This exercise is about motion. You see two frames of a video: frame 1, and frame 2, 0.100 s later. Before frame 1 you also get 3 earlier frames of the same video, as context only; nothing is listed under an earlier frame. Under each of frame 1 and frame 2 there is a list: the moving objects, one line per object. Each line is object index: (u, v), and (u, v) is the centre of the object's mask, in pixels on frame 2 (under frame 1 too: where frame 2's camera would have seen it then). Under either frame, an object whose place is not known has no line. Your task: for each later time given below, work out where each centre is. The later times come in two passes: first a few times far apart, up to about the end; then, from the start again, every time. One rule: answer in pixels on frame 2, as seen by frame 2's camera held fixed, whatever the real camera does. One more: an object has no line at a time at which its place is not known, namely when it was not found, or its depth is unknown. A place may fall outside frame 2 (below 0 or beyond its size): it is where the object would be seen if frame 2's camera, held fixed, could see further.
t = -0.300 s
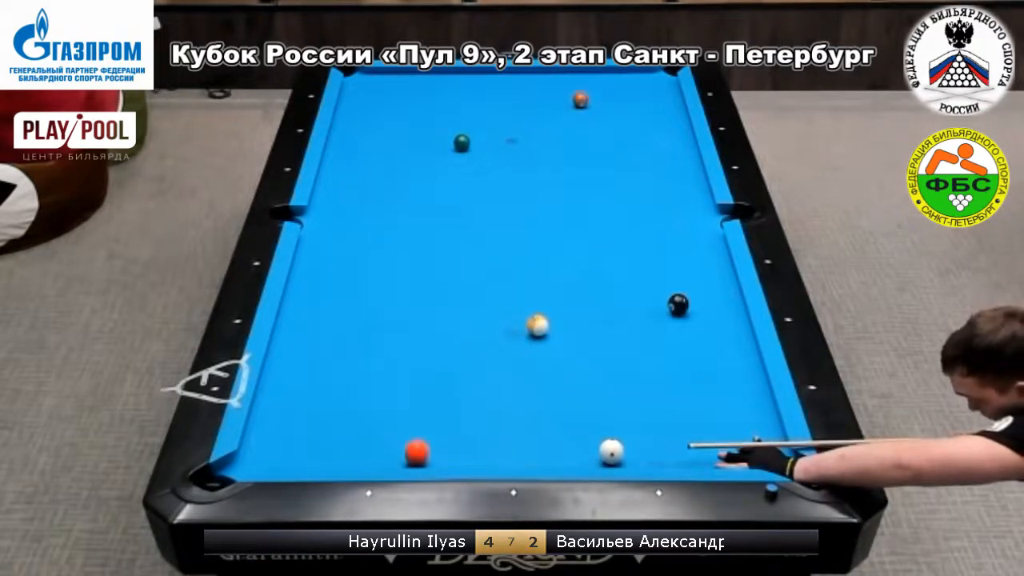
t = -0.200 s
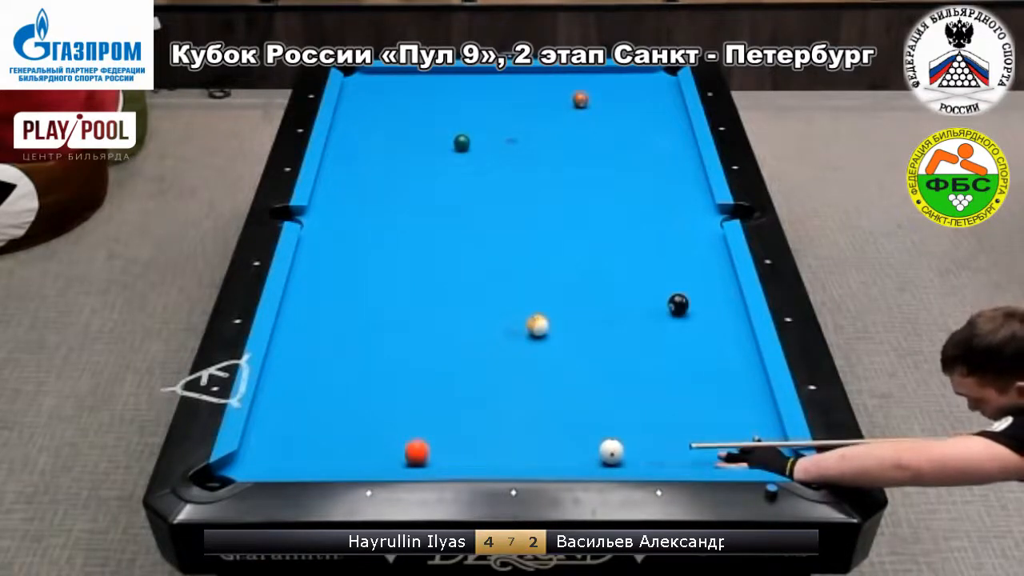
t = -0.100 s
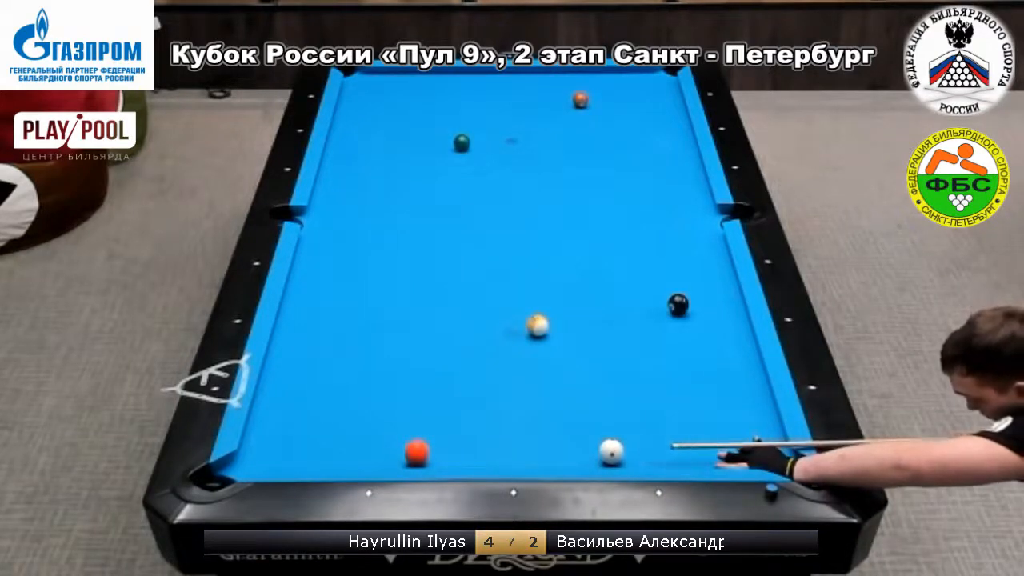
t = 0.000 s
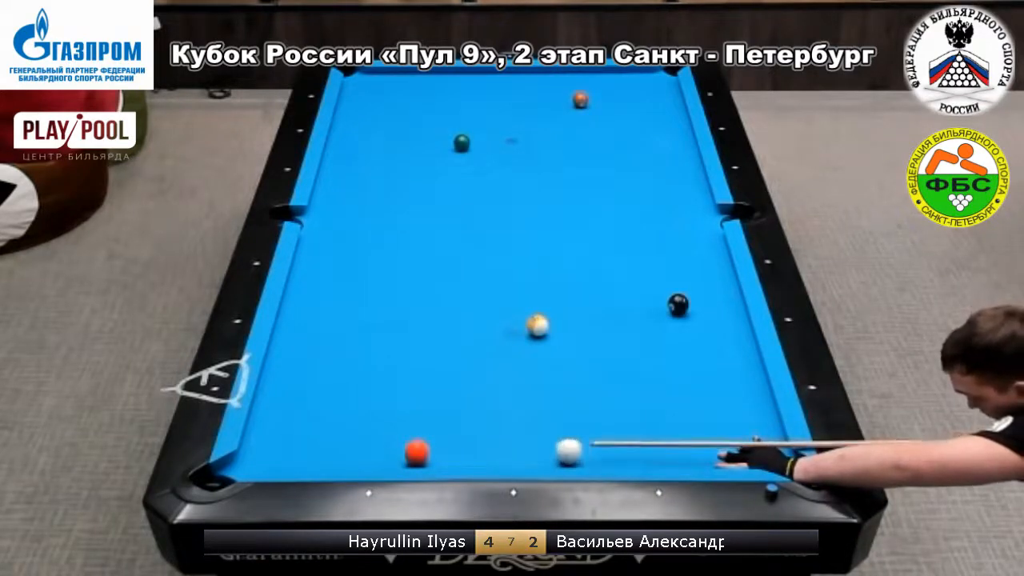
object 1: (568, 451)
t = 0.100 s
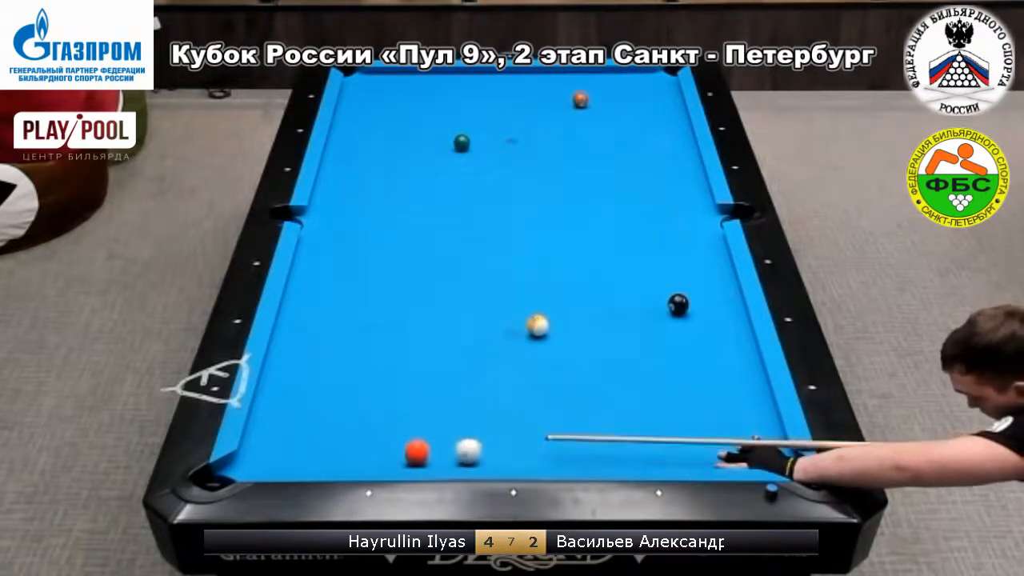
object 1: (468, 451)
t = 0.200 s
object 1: (437, 445)
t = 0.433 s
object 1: (392, 430)
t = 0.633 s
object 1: (346, 418)
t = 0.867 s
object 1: (295, 405)
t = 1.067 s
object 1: (271, 393)
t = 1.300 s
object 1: (303, 373)
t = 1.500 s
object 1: (327, 357)
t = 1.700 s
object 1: (350, 342)
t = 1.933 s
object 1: (376, 327)
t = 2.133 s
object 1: (396, 314)
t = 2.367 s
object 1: (417, 301)
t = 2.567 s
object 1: (434, 290)
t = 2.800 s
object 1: (452, 279)
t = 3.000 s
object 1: (467, 270)
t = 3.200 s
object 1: (480, 261)
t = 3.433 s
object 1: (494, 252)
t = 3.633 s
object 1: (505, 245)
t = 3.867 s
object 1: (517, 238)
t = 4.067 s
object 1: (527, 232)
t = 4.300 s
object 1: (537, 225)
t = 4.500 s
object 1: (546, 221)
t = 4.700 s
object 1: (553, 217)
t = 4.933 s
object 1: (561, 212)
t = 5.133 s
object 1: (567, 209)
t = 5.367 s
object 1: (573, 206)
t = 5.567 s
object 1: (578, 203)
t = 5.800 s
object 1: (583, 202)
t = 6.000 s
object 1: (586, 200)
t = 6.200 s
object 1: (589, 199)
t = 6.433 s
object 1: (591, 198)
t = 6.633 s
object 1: (593, 198)
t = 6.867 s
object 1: (593, 197)
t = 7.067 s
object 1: (593, 197)
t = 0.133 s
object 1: (441, 451)
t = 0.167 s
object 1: (440, 448)
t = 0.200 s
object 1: (437, 445)
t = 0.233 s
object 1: (434, 443)
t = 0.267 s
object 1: (429, 440)
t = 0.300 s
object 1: (423, 438)
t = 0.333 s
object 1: (416, 436)
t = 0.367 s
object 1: (408, 434)
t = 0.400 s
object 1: (400, 432)
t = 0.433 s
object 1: (392, 430)
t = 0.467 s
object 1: (385, 428)
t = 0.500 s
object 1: (377, 426)
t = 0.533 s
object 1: (369, 424)
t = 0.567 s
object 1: (361, 422)
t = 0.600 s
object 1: (354, 420)
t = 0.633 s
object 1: (346, 418)
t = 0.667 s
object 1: (339, 417)
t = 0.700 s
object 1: (331, 414)
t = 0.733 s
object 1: (324, 412)
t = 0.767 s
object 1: (317, 411)
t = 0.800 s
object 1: (310, 409)
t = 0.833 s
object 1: (302, 407)
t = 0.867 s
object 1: (295, 405)
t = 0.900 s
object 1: (288, 404)
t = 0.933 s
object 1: (281, 401)
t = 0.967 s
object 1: (274, 400)
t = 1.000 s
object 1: (268, 398)
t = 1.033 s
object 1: (266, 396)
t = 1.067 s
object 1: (271, 393)
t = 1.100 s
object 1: (276, 390)
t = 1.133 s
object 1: (281, 387)
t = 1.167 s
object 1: (285, 384)
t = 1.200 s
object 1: (290, 381)
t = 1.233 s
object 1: (294, 378)
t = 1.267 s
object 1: (298, 376)
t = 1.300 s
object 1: (303, 373)
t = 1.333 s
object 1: (307, 370)
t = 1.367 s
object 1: (312, 368)
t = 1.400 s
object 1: (315, 365)
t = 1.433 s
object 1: (319, 362)
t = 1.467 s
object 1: (324, 359)
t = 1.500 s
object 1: (327, 357)
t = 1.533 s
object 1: (331, 354)
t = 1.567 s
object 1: (335, 352)
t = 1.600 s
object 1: (339, 349)
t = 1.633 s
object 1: (343, 347)
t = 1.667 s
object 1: (347, 345)
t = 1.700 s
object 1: (350, 342)
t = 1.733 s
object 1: (354, 340)
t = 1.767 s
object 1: (358, 338)
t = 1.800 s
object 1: (362, 335)
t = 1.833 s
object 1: (365, 333)
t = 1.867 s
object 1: (369, 331)
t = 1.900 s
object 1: (372, 329)
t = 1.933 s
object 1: (376, 327)
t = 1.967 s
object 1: (379, 324)
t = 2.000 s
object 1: (382, 322)
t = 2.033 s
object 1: (386, 320)
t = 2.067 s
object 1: (389, 318)
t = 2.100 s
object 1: (392, 316)
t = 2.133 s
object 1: (396, 314)
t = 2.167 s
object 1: (399, 312)
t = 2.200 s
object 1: (402, 310)
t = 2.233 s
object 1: (405, 308)
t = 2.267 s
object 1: (408, 306)
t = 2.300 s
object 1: (411, 305)
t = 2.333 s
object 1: (414, 303)
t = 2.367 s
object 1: (417, 301)
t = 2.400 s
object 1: (420, 299)
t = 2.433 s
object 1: (422, 297)
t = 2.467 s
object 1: (425, 295)
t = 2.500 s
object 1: (428, 294)
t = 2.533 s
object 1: (431, 292)
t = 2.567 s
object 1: (434, 290)
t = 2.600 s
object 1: (436, 288)
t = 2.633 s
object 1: (439, 287)
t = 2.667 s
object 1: (442, 285)
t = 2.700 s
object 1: (444, 283)
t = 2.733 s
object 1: (447, 282)
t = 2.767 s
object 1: (449, 280)
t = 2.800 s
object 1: (452, 279)
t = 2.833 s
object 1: (455, 277)
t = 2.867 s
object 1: (457, 276)
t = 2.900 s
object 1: (459, 274)
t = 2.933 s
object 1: (462, 272)
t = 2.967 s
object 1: (464, 271)
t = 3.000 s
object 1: (467, 270)
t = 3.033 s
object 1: (469, 268)
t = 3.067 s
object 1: (471, 267)
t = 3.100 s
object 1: (473, 265)
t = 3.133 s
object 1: (475, 264)
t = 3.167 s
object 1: (478, 262)
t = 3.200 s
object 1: (480, 261)
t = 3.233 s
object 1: (482, 260)
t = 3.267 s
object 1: (484, 259)
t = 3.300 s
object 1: (486, 257)
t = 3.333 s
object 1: (488, 256)
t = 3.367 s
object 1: (490, 255)
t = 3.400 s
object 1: (492, 254)
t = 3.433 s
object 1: (494, 252)
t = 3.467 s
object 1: (496, 251)
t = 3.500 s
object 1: (498, 250)
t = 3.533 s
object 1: (500, 249)
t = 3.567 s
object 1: (502, 248)
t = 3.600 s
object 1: (503, 246)
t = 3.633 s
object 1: (505, 245)
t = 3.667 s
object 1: (507, 244)
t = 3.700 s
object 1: (509, 243)
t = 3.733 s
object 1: (511, 242)
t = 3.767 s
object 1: (512, 241)
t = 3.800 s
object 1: (514, 240)
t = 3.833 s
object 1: (516, 239)
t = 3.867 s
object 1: (517, 238)
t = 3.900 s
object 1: (519, 237)
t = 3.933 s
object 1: (521, 236)
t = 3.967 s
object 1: (523, 235)
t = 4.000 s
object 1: (524, 233)
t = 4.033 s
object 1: (526, 233)
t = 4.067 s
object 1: (527, 232)
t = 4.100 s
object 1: (529, 231)
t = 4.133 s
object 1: (530, 230)
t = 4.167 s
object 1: (532, 229)
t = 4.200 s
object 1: (533, 228)
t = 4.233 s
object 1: (535, 227)
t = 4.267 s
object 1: (536, 226)
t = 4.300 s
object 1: (537, 225)
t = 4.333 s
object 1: (539, 224)
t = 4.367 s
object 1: (540, 224)
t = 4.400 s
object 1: (542, 223)
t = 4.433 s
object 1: (543, 222)
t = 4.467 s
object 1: (545, 222)
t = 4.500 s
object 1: (546, 221)
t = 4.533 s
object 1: (547, 220)
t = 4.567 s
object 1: (548, 219)
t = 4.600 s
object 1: (550, 219)
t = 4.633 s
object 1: (551, 218)
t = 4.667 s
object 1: (552, 217)
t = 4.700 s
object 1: (553, 217)
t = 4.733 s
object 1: (554, 216)
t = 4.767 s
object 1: (556, 215)
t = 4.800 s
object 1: (557, 215)
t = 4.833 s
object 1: (558, 214)
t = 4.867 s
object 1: (559, 214)
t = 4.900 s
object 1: (560, 213)
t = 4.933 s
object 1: (561, 212)
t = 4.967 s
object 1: (562, 212)
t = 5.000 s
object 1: (563, 211)
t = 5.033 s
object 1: (564, 211)
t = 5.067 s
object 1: (565, 210)
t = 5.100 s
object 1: (566, 210)
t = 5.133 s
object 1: (567, 209)
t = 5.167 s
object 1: (568, 209)
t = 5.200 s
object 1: (569, 208)
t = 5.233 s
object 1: (570, 208)
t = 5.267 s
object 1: (571, 207)
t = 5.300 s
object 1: (572, 207)
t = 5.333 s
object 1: (573, 206)
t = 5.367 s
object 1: (573, 206)
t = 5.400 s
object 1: (574, 206)
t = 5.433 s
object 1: (575, 205)
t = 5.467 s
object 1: (576, 205)
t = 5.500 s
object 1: (577, 204)
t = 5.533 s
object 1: (577, 204)
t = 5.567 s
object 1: (578, 203)
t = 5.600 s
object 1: (579, 203)
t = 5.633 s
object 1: (579, 203)
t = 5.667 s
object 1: (580, 203)
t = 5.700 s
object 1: (581, 202)
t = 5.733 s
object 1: (581, 202)
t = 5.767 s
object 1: (582, 202)
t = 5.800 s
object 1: (583, 202)
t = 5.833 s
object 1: (583, 201)
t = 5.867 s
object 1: (584, 201)
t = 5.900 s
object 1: (584, 201)
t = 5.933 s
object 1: (585, 200)
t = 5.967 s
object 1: (585, 200)
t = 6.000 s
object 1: (586, 200)
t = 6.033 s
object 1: (586, 200)
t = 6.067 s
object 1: (586, 200)
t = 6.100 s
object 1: (587, 200)
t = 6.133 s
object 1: (588, 199)
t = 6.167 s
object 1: (588, 199)
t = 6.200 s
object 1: (589, 199)
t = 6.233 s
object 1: (589, 199)
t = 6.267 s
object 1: (590, 199)
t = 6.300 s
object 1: (590, 198)
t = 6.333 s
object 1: (590, 199)
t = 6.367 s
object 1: (591, 198)
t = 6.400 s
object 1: (591, 198)
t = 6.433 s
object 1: (591, 198)
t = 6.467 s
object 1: (591, 198)
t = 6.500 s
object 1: (592, 198)
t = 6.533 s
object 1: (592, 198)
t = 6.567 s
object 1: (592, 198)
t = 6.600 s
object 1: (593, 198)
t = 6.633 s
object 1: (593, 198)
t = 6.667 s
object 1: (593, 198)
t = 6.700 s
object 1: (593, 198)
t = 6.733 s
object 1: (593, 198)
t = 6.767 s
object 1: (593, 198)
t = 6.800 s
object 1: (593, 197)
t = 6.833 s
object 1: (593, 197)
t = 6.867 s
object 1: (593, 197)
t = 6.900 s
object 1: (593, 197)
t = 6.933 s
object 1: (593, 197)
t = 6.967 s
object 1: (593, 197)
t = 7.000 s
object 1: (593, 197)
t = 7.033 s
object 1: (593, 197)
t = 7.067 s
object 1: (593, 197)
